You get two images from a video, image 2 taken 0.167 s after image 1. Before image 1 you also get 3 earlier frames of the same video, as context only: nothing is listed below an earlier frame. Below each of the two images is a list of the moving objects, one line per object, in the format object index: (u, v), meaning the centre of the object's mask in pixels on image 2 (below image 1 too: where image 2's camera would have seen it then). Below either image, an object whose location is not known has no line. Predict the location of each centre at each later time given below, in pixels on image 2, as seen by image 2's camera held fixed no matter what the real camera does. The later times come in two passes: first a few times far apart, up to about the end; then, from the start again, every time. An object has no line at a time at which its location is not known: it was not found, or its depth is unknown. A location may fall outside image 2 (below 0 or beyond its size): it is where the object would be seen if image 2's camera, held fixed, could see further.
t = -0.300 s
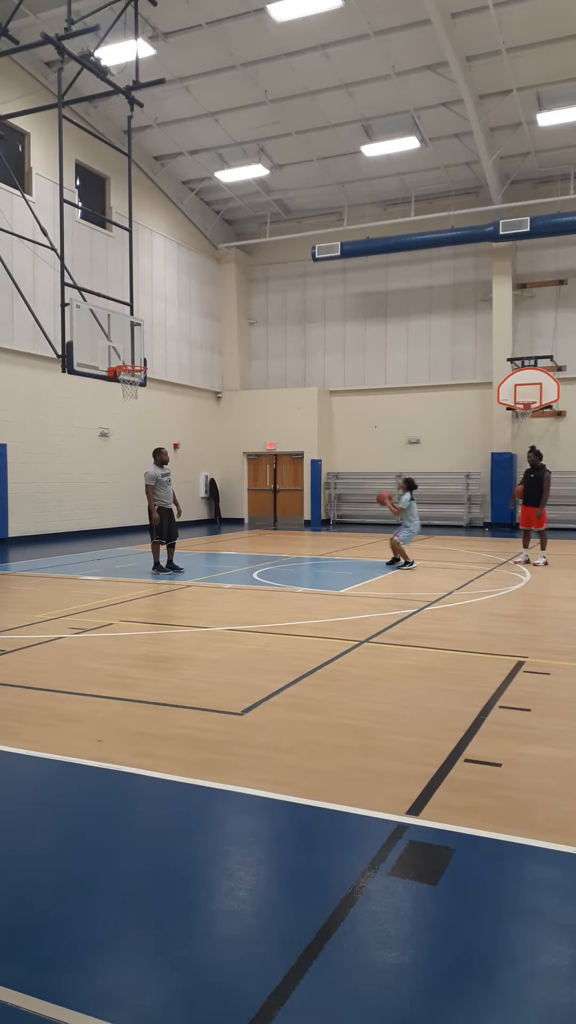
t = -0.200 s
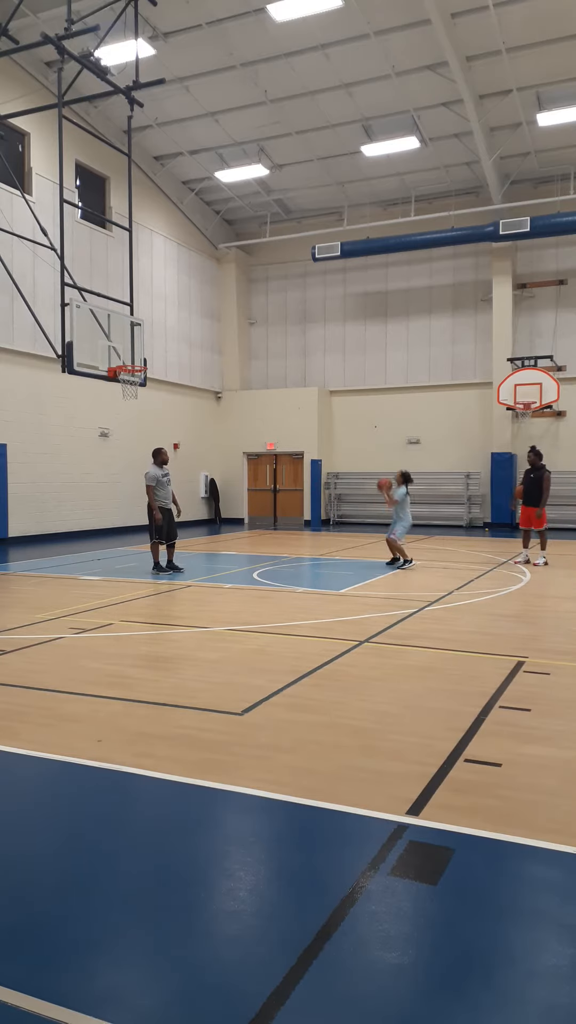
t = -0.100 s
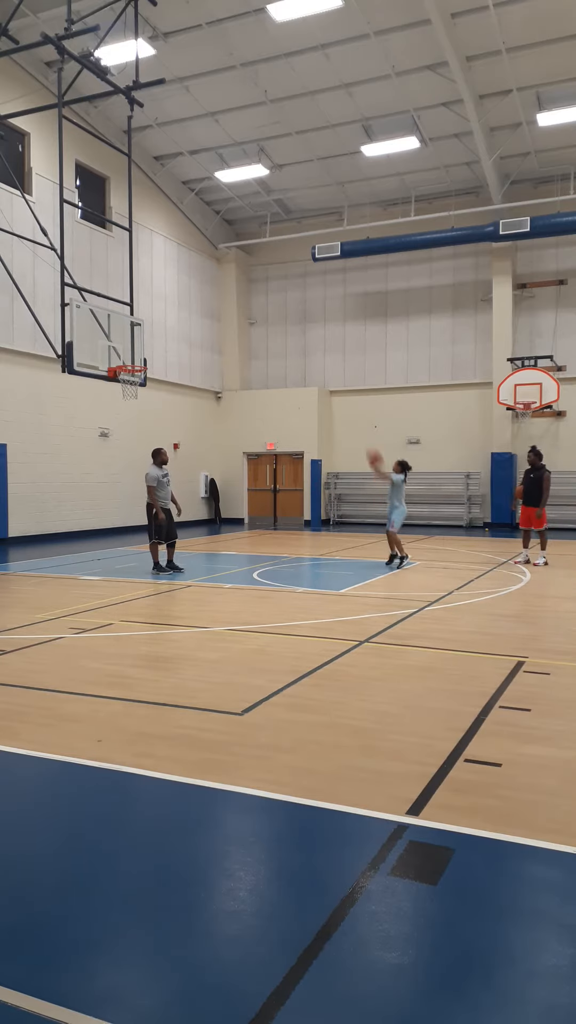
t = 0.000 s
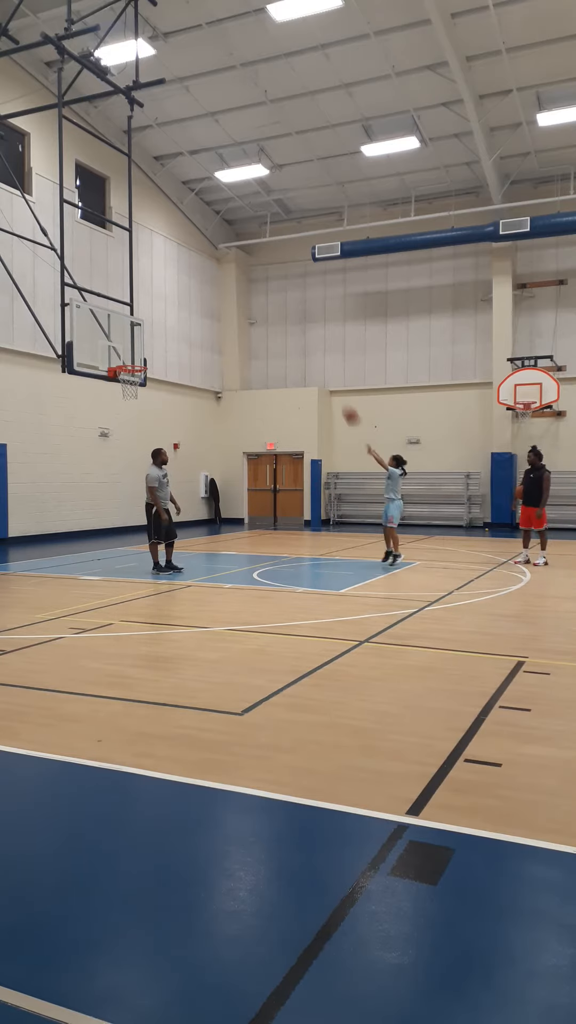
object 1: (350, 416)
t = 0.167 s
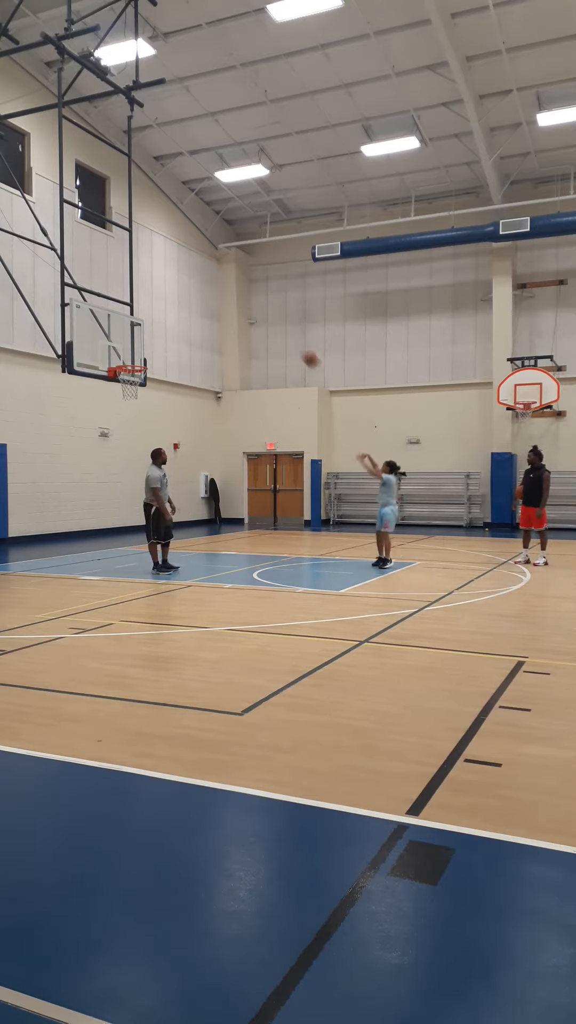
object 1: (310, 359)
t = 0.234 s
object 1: (294, 343)
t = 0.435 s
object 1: (249, 311)
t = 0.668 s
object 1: (197, 306)
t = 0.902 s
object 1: (149, 337)
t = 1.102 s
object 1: (133, 359)
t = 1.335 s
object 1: (144, 338)
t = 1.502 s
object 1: (152, 343)
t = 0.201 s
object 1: (302, 350)
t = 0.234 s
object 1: (294, 343)
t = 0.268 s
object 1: (286, 335)
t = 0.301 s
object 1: (279, 329)
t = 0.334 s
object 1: (271, 323)
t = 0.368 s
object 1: (264, 319)
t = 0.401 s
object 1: (256, 315)
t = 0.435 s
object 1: (249, 311)
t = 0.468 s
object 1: (241, 308)
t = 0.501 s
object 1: (233, 306)
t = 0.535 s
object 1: (226, 304)
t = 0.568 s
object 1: (219, 304)
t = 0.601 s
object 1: (212, 304)
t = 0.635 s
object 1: (205, 305)
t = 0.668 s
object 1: (197, 306)
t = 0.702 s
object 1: (190, 309)
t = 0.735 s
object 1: (183, 312)
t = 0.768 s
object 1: (176, 315)
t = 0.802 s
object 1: (169, 320)
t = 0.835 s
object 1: (163, 325)
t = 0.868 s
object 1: (156, 331)
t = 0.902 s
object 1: (149, 337)
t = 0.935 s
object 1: (143, 344)
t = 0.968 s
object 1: (136, 352)
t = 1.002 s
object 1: (129, 359)
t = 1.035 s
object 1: (127, 361)
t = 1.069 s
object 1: (130, 360)
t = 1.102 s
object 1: (133, 359)
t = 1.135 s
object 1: (134, 355)
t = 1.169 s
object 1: (136, 350)
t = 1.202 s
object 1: (137, 347)
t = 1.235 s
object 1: (139, 344)
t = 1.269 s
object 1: (140, 341)
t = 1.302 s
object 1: (142, 339)
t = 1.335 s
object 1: (144, 338)
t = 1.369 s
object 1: (145, 337)
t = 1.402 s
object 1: (147, 338)
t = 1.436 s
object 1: (149, 339)
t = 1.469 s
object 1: (150, 341)
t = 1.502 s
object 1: (152, 343)
